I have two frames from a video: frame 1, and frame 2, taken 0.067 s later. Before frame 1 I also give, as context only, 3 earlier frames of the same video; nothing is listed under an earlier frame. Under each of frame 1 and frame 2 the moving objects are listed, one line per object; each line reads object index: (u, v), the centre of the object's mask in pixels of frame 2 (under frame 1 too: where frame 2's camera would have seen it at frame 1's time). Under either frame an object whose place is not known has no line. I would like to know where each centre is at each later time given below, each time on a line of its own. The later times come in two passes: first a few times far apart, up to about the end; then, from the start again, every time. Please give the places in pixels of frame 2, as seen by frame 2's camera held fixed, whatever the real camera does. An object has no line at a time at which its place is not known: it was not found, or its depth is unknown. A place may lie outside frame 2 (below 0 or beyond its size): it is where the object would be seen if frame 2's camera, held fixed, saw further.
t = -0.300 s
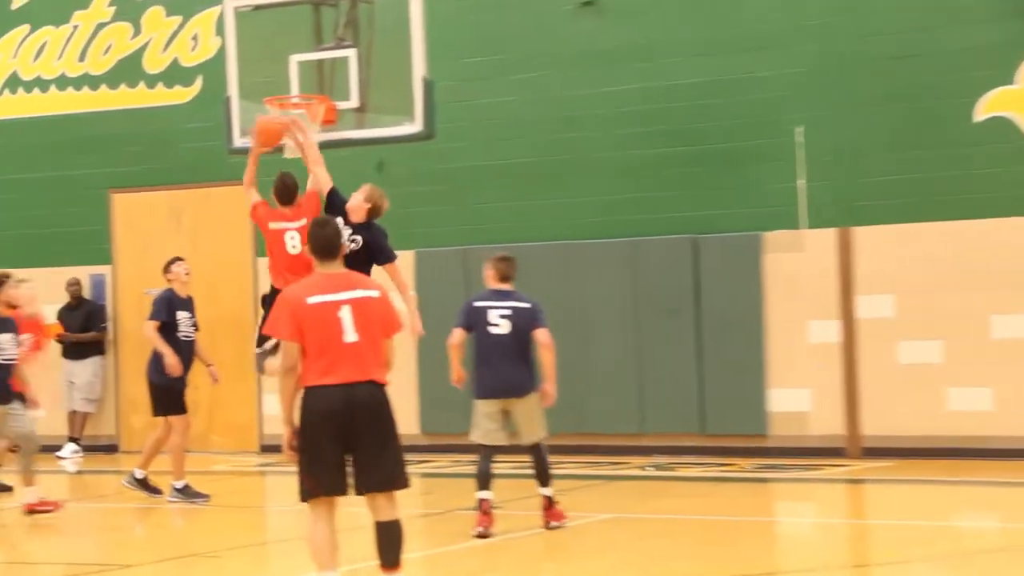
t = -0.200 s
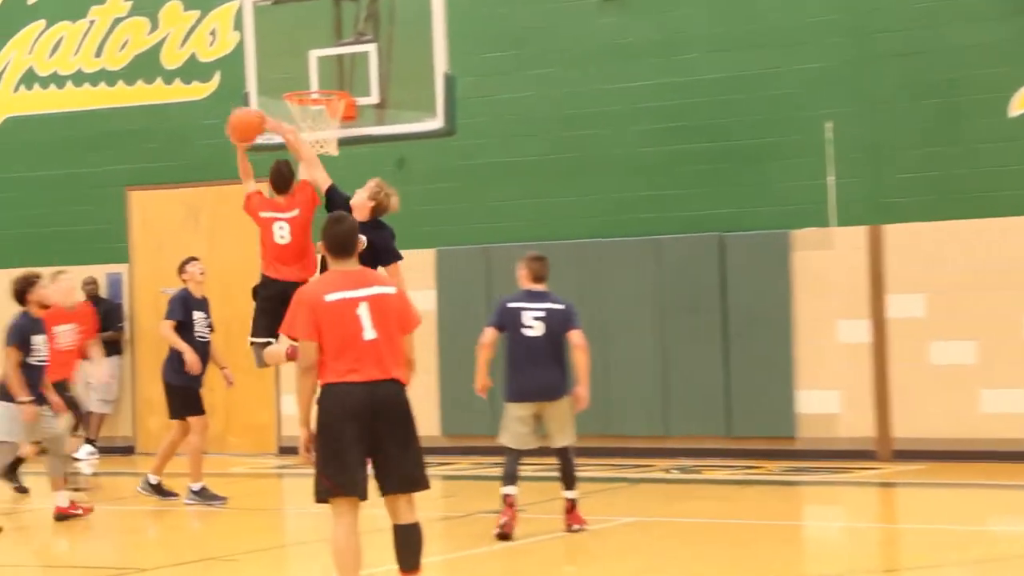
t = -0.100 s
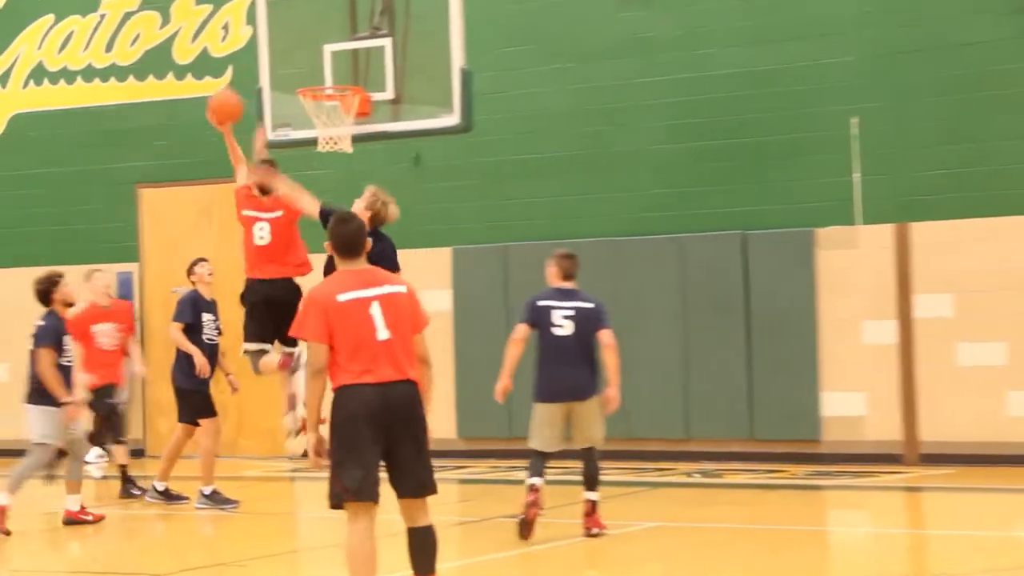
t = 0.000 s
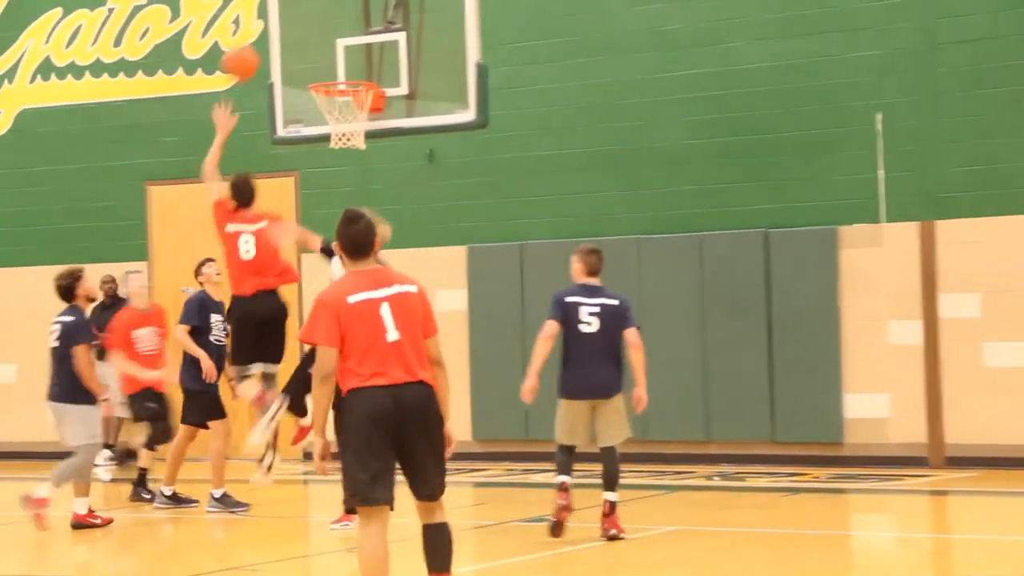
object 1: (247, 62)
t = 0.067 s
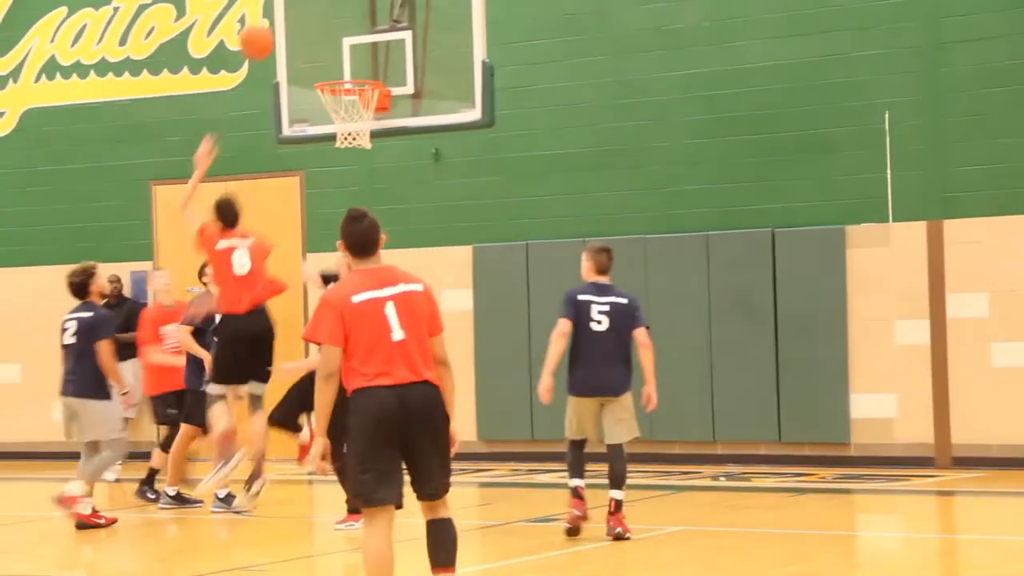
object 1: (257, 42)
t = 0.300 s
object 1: (295, 20)
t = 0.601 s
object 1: (325, 55)
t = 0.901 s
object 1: (308, 65)
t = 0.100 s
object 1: (261, 34)
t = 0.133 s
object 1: (267, 27)
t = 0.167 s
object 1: (273, 22)
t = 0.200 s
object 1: (279, 19)
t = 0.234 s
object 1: (284, 18)
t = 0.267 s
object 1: (289, 18)
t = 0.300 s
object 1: (295, 20)
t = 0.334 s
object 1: (300, 23)
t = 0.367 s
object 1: (305, 27)
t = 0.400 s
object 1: (310, 33)
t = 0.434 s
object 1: (316, 41)
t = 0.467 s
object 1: (321, 50)
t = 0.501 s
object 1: (326, 60)
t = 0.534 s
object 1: (328, 65)
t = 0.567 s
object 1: (326, 59)
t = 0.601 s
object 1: (325, 55)
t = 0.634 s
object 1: (324, 52)
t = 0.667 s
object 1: (321, 51)
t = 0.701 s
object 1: (320, 51)
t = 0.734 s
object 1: (319, 52)
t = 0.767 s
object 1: (318, 56)
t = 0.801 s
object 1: (316, 60)
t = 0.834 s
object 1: (315, 66)
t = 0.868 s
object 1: (312, 67)
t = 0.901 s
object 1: (308, 65)
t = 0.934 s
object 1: (304, 64)
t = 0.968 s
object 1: (300, 64)
